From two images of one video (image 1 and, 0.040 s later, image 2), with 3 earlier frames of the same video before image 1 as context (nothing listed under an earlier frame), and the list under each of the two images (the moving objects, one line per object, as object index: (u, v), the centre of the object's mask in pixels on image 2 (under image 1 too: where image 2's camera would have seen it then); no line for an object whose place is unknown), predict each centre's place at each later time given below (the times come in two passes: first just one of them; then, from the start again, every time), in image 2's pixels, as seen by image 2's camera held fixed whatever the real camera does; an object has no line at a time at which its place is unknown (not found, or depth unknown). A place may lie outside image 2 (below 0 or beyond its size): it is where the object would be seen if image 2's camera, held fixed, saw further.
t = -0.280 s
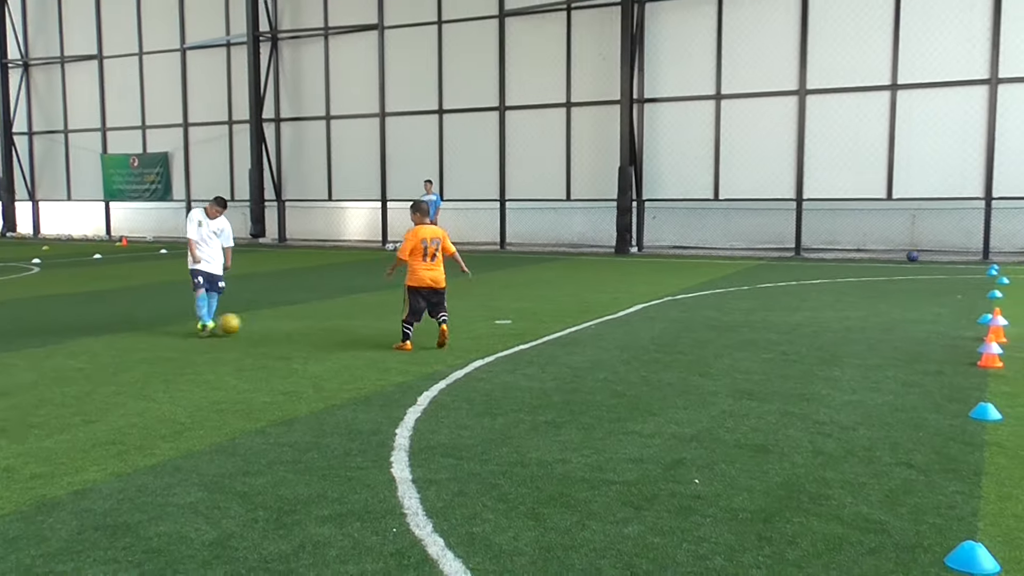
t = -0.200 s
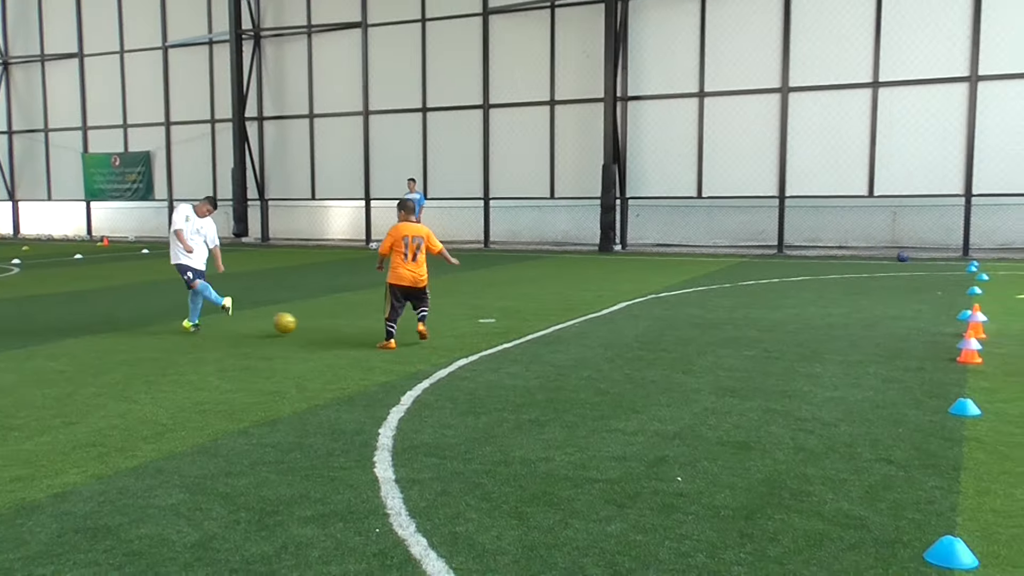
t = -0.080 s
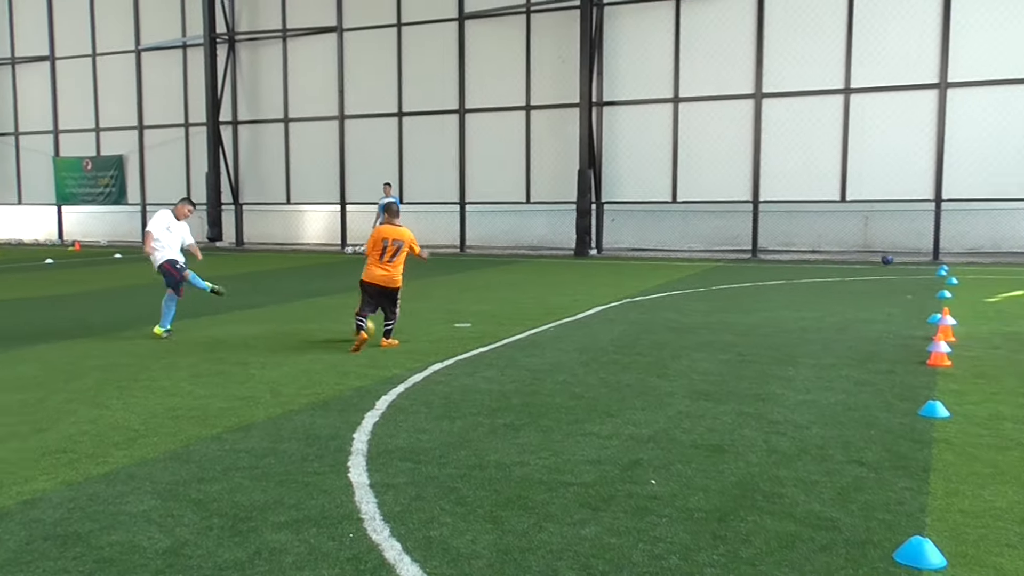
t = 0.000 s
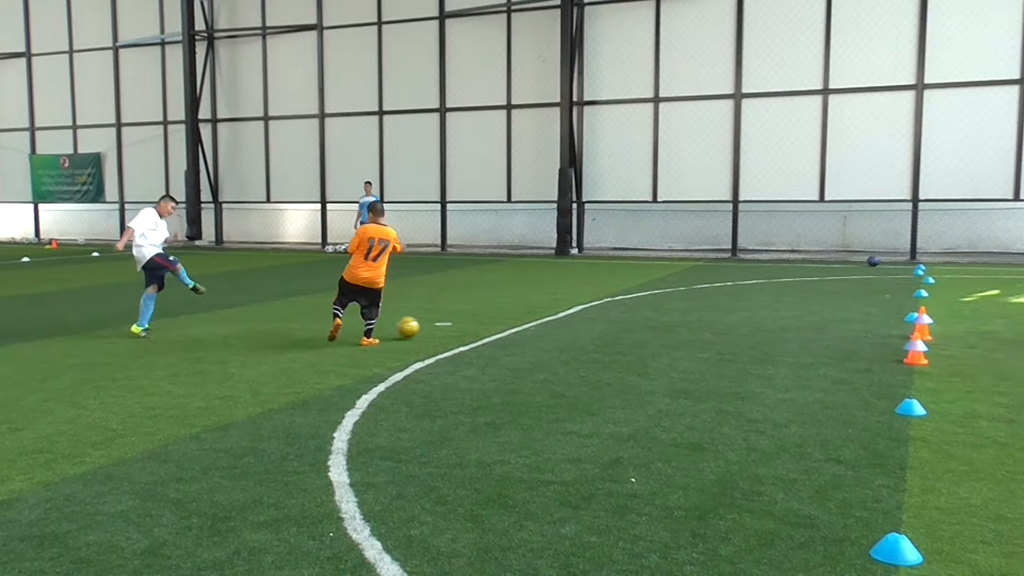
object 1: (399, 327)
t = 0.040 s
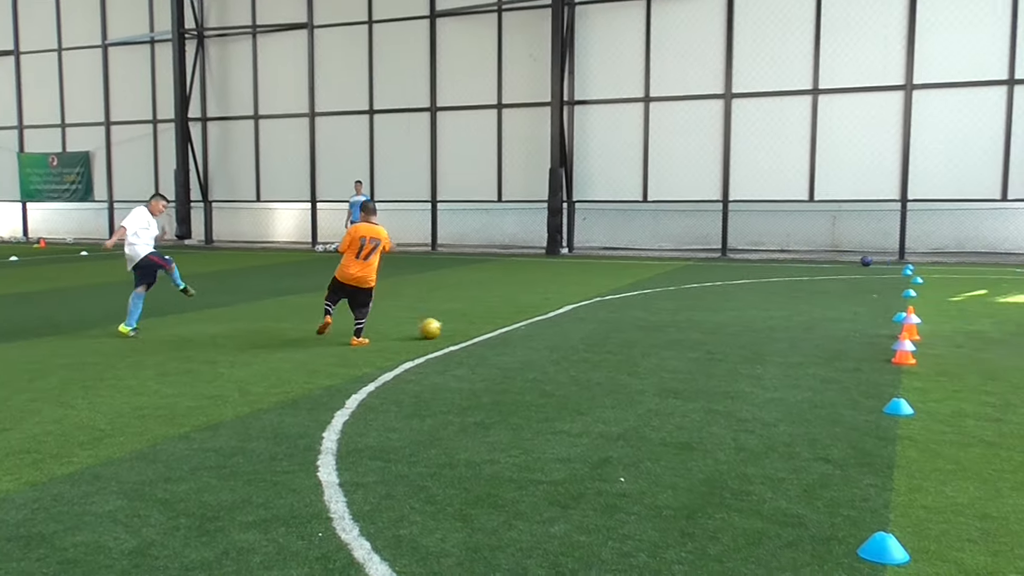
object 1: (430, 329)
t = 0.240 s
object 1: (561, 325)
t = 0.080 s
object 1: (458, 327)
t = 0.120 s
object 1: (485, 325)
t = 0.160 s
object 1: (512, 326)
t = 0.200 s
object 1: (537, 327)
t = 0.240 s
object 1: (561, 325)
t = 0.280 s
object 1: (584, 324)
